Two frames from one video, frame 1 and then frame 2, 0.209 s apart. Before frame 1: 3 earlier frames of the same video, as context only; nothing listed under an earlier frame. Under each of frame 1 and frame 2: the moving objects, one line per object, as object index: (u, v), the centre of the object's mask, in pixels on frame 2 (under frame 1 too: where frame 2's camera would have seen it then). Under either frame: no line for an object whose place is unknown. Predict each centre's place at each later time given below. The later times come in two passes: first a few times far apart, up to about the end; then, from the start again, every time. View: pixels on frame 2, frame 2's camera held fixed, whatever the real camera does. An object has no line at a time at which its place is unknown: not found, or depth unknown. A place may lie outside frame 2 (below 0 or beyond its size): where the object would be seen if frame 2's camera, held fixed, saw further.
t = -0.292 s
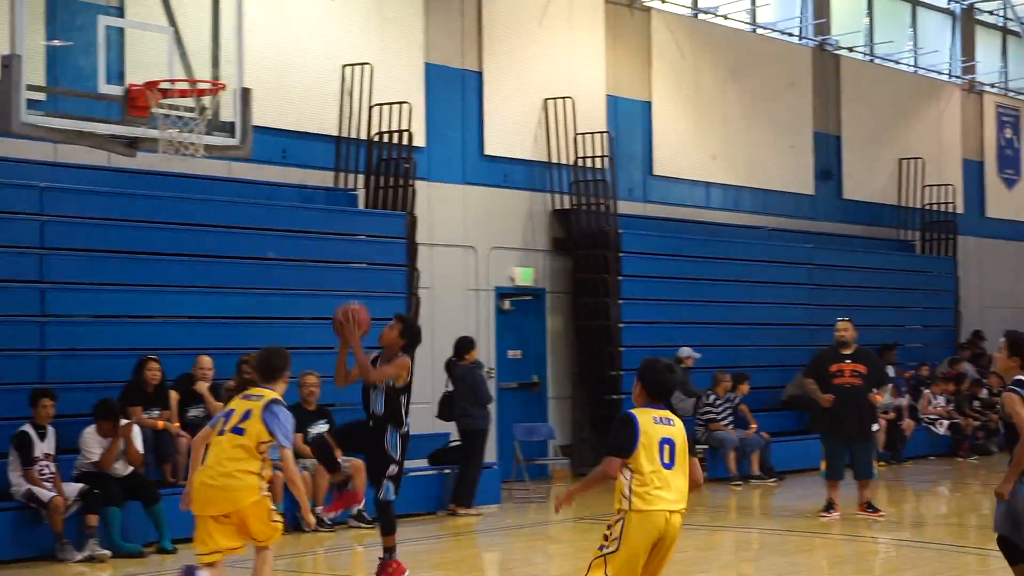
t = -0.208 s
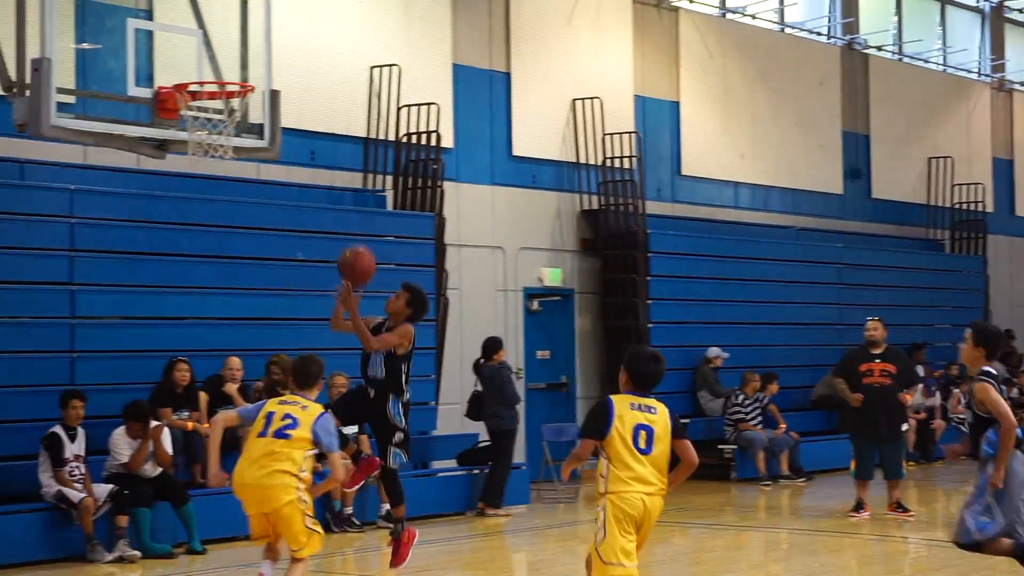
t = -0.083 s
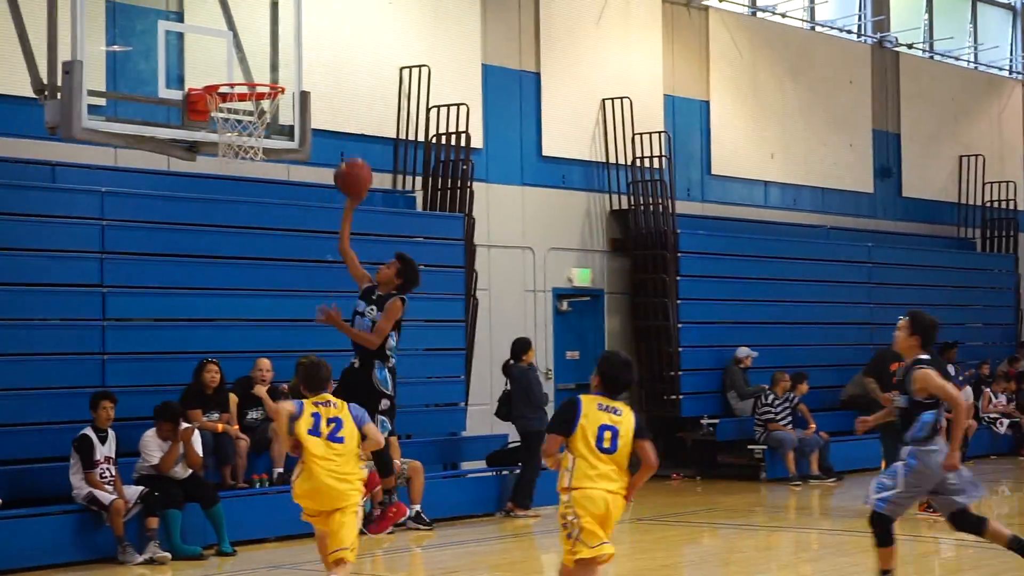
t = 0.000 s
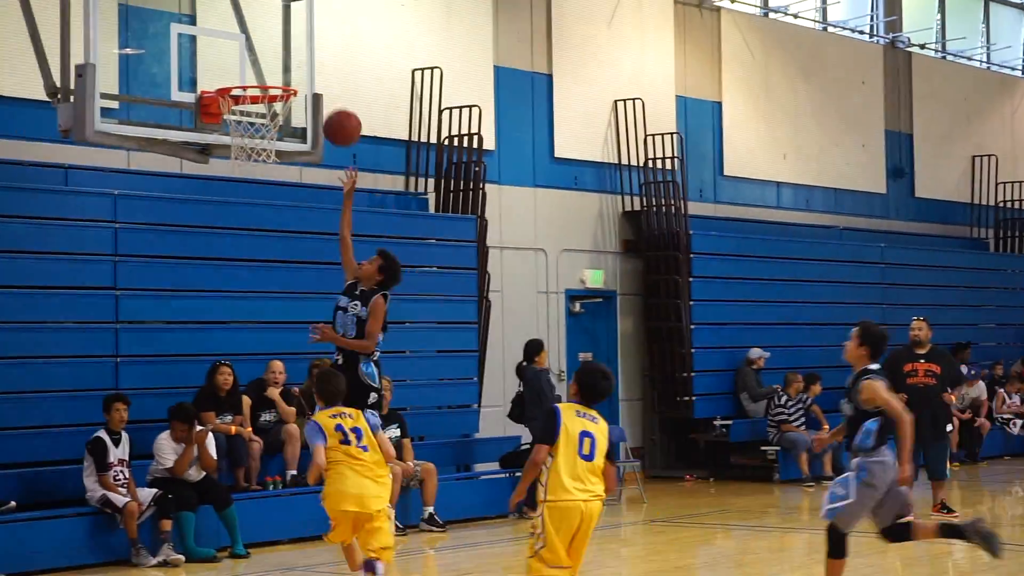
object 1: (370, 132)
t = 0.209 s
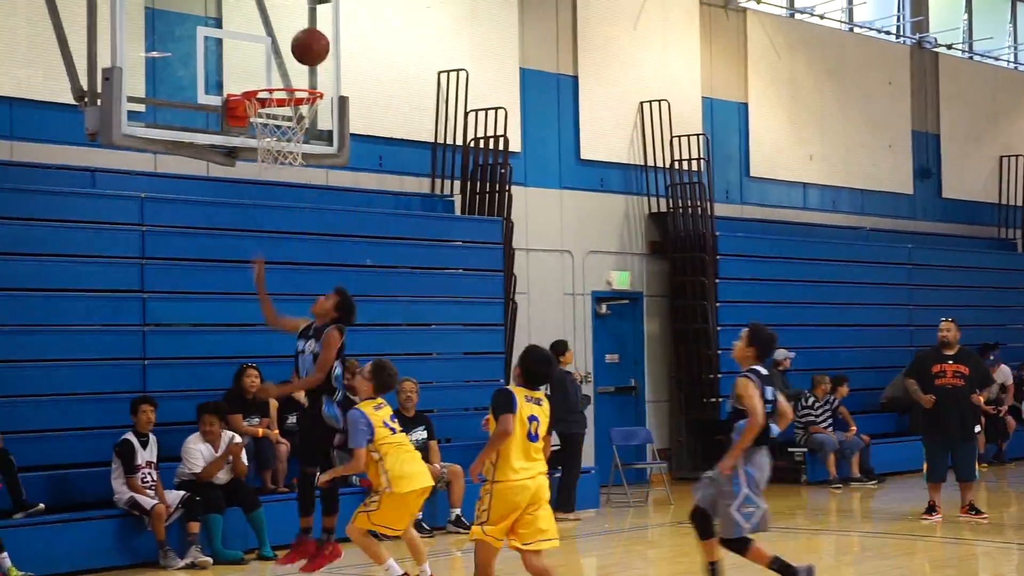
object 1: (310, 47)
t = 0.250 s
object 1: (298, 39)
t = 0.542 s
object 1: (301, 65)
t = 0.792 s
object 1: (265, 130)
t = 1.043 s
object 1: (259, 157)
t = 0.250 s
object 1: (298, 39)
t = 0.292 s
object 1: (296, 34)
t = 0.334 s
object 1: (296, 32)
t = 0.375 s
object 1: (296, 33)
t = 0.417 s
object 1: (297, 35)
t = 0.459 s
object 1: (297, 43)
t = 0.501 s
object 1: (299, 56)
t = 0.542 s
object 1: (301, 65)
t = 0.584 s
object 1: (301, 78)
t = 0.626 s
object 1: (296, 86)
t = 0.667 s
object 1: (288, 100)
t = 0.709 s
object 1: (280, 109)
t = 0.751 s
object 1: (273, 120)
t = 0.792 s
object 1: (265, 130)
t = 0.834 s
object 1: (262, 131)
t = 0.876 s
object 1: (260, 130)
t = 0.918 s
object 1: (258, 135)
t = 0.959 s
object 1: (258, 140)
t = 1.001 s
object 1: (259, 146)
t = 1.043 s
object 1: (259, 157)
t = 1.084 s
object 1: (260, 171)
